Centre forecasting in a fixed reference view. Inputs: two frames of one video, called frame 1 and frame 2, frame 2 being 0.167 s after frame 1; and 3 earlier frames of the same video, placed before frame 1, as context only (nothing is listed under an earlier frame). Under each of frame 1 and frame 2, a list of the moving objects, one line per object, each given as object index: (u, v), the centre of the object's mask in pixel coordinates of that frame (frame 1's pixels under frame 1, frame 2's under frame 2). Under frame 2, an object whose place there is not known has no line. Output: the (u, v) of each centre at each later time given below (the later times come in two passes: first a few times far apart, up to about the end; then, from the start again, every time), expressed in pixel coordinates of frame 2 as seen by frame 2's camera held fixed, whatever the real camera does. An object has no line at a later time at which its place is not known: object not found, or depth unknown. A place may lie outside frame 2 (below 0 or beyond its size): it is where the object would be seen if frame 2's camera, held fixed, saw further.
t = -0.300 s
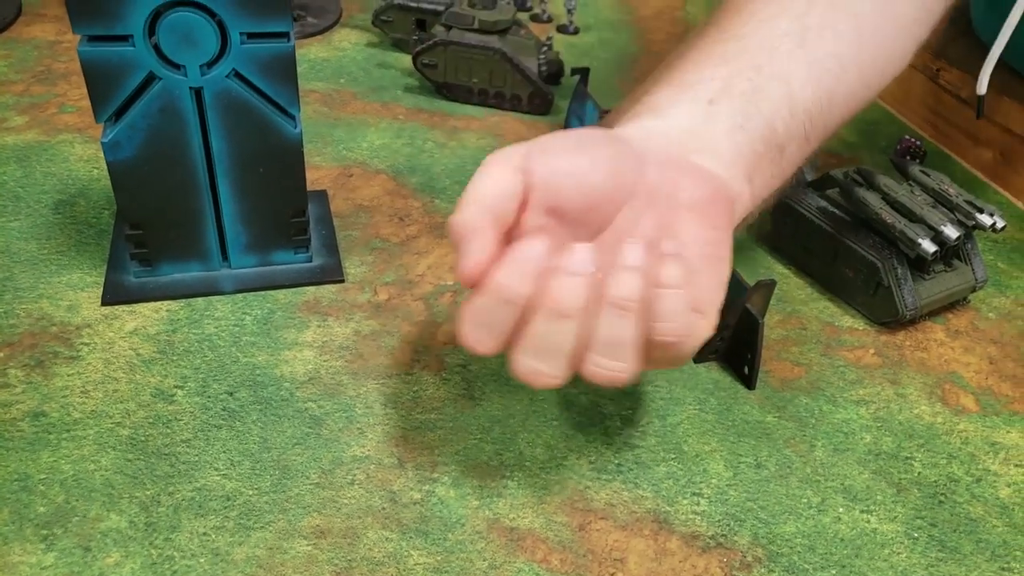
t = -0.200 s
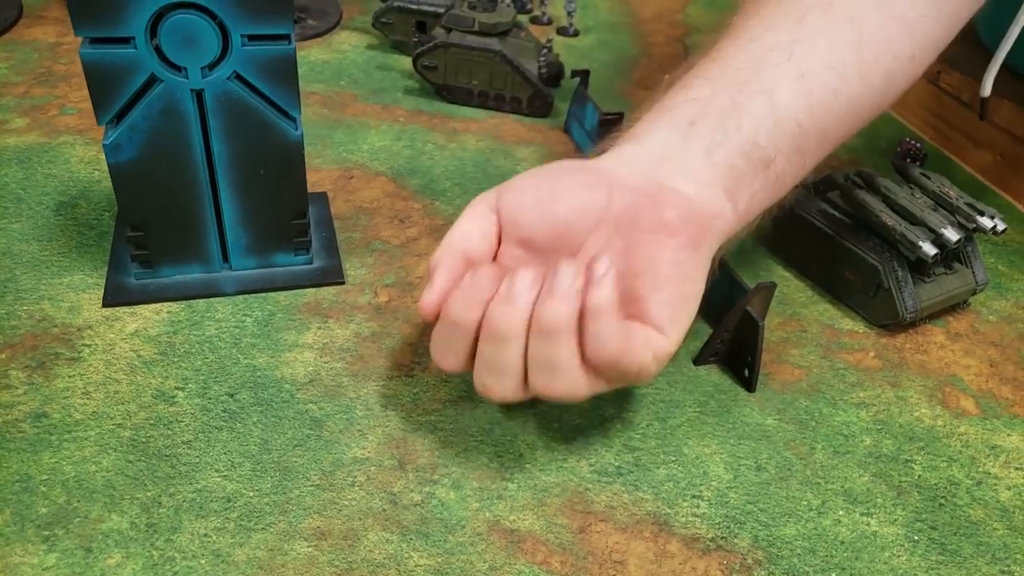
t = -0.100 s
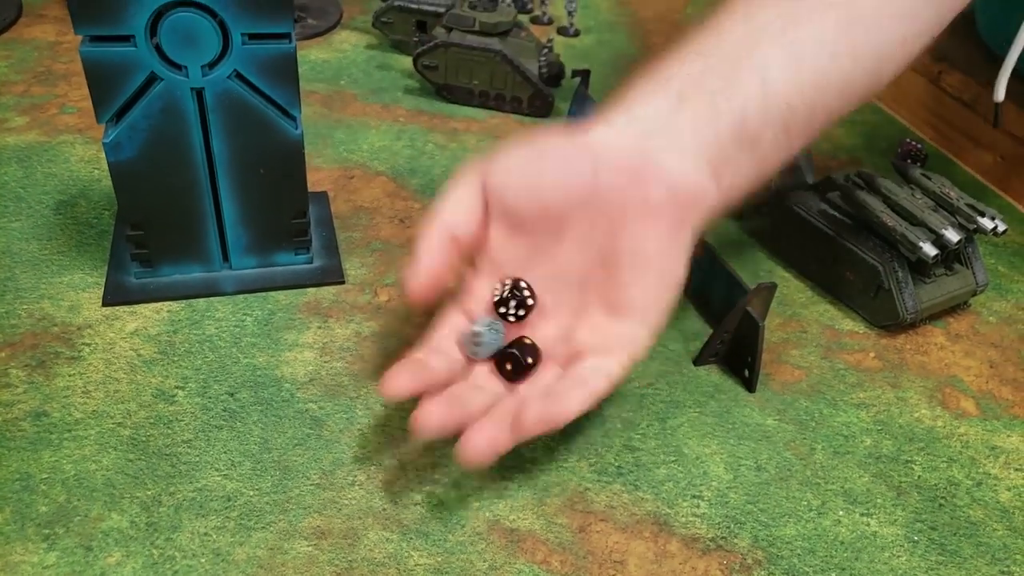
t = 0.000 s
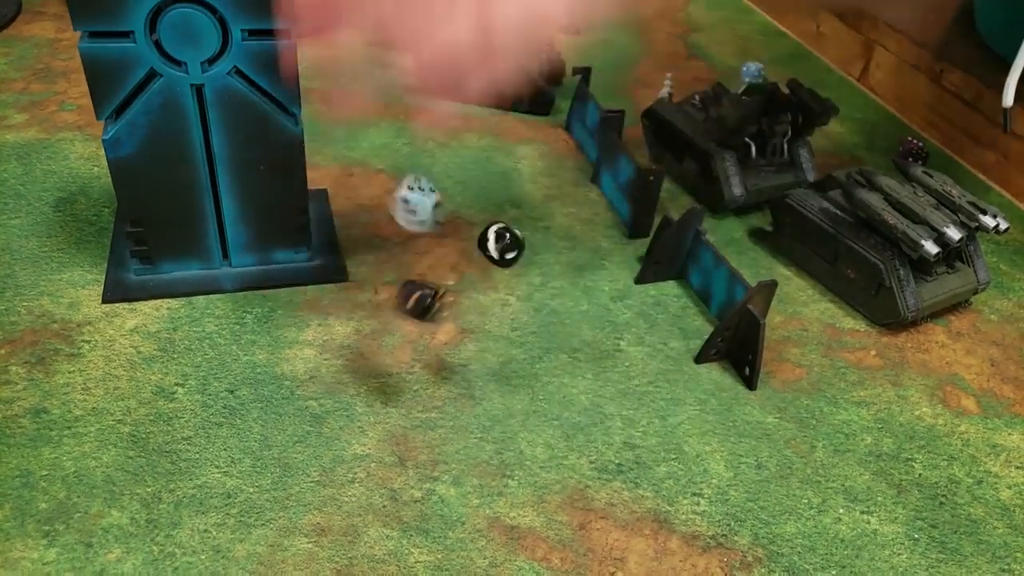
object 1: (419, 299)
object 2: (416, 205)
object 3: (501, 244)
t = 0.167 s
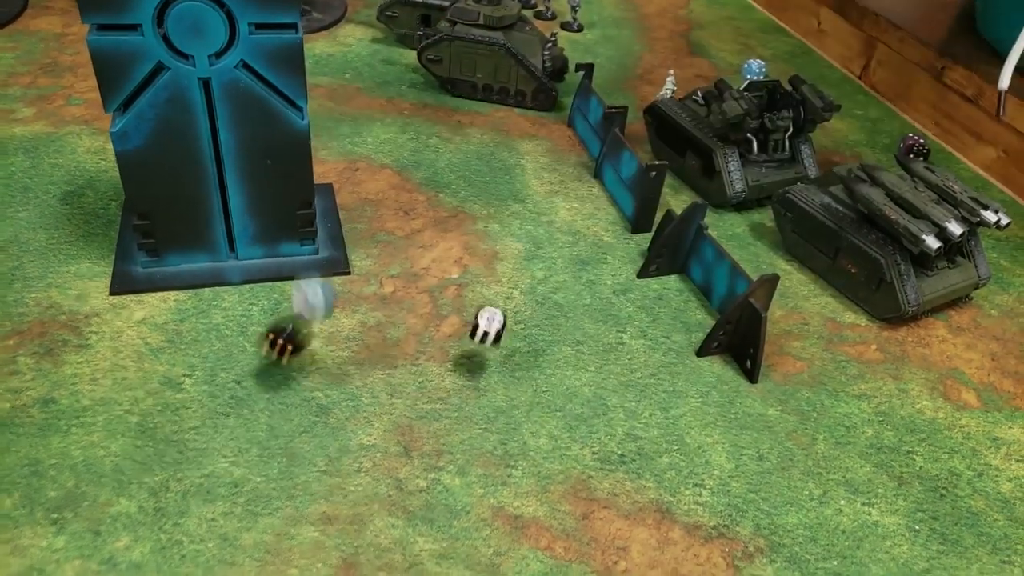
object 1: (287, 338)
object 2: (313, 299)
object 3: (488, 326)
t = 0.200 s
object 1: (251, 372)
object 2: (323, 332)
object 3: (485, 313)
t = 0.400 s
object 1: (132, 443)
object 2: (306, 294)
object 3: (443, 310)
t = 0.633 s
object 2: (275, 271)
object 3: (422, 284)
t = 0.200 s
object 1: (251, 372)
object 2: (323, 332)
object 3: (485, 313)
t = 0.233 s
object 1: (221, 379)
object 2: (324, 319)
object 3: (481, 316)
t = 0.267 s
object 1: (194, 402)
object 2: (324, 309)
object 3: (475, 336)
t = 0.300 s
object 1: (175, 406)
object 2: (327, 312)
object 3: (467, 326)
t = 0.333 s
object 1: (156, 427)
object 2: (322, 299)
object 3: (458, 320)
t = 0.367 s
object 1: (142, 434)
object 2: (313, 292)
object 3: (449, 317)
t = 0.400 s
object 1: (132, 443)
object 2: (306, 294)
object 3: (443, 310)
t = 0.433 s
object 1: (123, 446)
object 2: (295, 287)
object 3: (440, 304)
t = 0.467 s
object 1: (115, 450)
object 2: (286, 282)
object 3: (437, 302)
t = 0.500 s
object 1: (108, 453)
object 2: (279, 272)
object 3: (433, 297)
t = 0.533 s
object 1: (101, 455)
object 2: (277, 269)
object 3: (429, 292)
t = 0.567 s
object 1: (97, 456)
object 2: (277, 268)
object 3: (428, 290)
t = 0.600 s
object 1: (91, 454)
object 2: (275, 269)
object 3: (425, 288)
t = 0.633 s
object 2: (275, 271)
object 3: (422, 284)
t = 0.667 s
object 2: (275, 273)
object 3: (419, 279)
